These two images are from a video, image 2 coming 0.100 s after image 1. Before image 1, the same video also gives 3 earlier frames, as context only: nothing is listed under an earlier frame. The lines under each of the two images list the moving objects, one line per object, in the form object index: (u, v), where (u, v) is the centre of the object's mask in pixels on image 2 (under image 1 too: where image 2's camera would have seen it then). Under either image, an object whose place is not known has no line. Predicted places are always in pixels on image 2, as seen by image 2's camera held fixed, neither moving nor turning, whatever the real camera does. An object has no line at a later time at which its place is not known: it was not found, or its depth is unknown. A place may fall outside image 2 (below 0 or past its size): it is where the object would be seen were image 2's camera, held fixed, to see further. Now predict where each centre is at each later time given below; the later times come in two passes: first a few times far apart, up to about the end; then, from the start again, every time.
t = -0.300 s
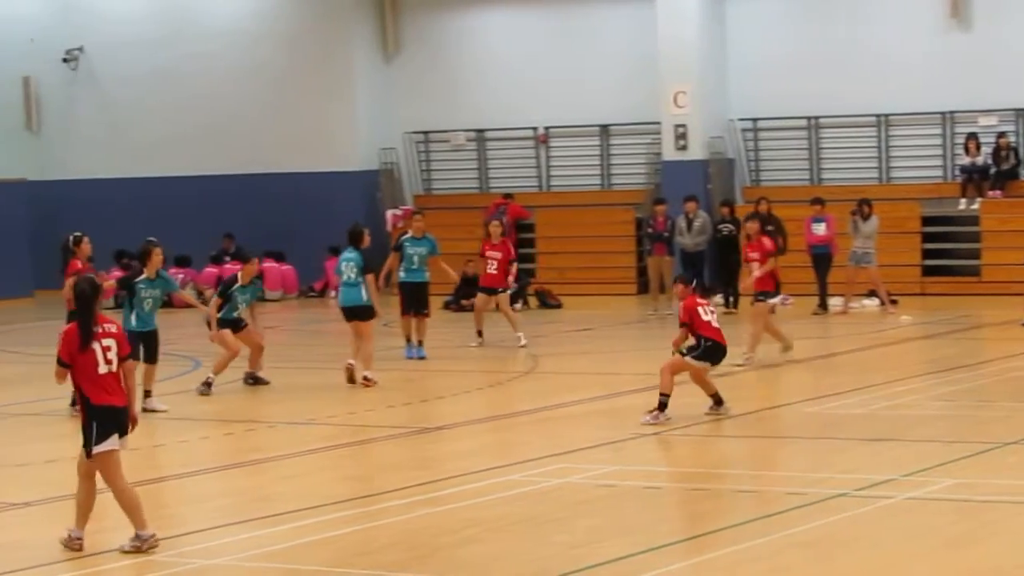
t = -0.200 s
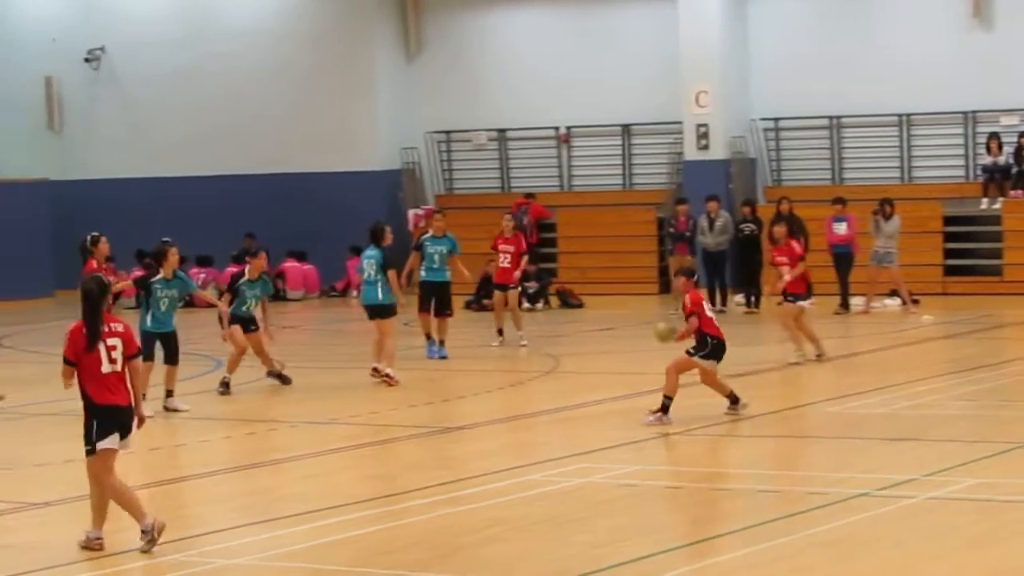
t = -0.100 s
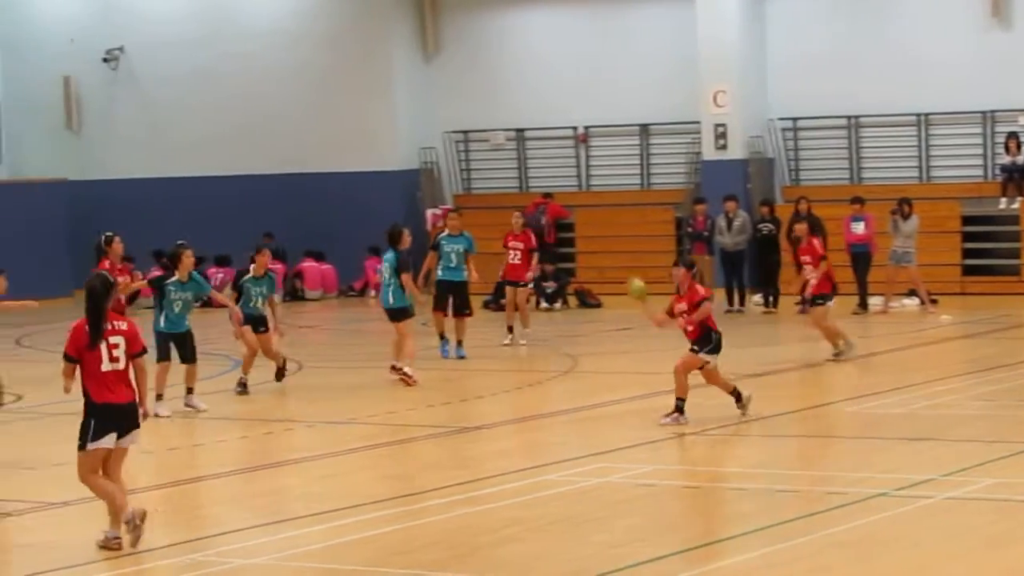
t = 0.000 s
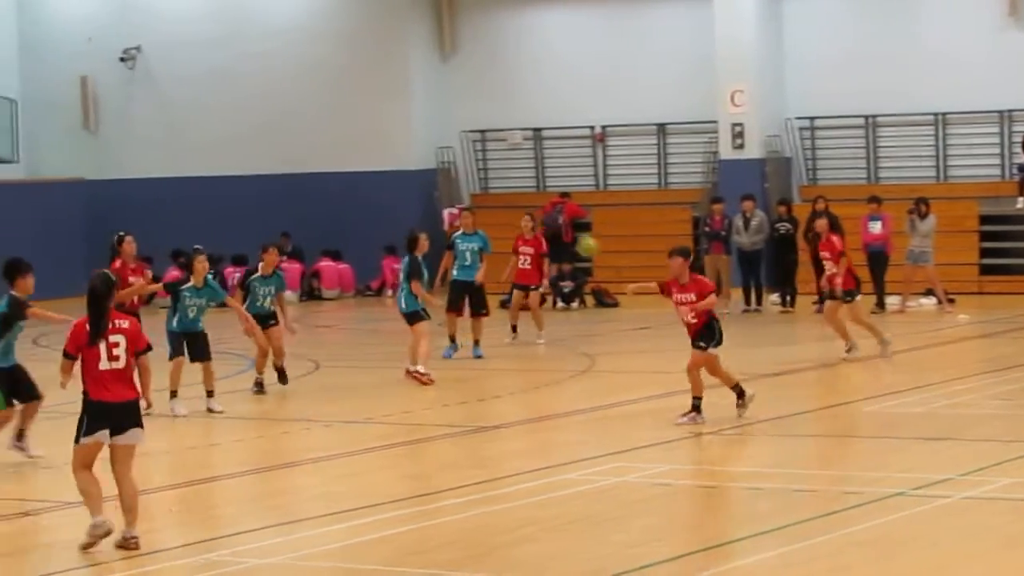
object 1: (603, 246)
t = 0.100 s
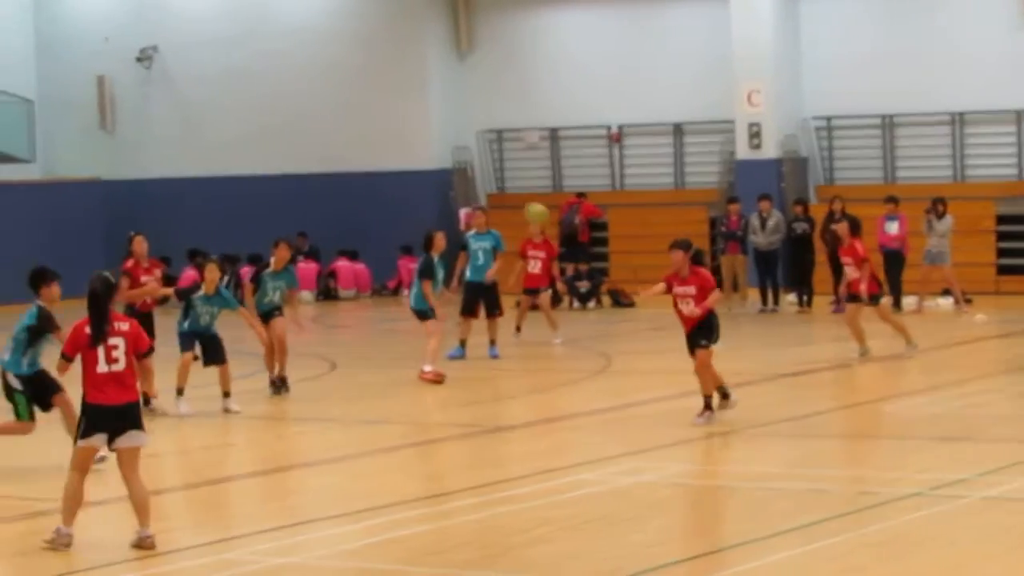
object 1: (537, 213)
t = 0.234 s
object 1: (437, 187)
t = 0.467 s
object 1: (245, 189)
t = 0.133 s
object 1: (512, 206)
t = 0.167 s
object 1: (488, 198)
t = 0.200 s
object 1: (462, 192)
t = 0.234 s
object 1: (437, 187)
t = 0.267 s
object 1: (413, 183)
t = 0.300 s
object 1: (385, 180)
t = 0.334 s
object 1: (359, 179)
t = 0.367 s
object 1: (331, 180)
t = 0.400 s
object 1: (303, 182)
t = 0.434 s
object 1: (275, 185)
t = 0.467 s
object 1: (245, 189)
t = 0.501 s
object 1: (215, 195)
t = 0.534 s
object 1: (184, 203)
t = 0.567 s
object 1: (153, 212)
